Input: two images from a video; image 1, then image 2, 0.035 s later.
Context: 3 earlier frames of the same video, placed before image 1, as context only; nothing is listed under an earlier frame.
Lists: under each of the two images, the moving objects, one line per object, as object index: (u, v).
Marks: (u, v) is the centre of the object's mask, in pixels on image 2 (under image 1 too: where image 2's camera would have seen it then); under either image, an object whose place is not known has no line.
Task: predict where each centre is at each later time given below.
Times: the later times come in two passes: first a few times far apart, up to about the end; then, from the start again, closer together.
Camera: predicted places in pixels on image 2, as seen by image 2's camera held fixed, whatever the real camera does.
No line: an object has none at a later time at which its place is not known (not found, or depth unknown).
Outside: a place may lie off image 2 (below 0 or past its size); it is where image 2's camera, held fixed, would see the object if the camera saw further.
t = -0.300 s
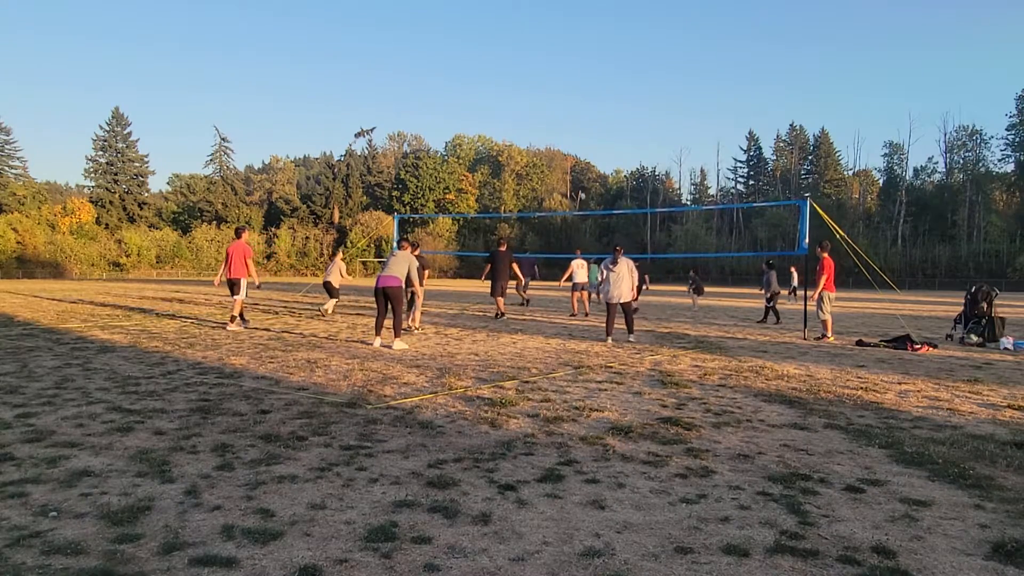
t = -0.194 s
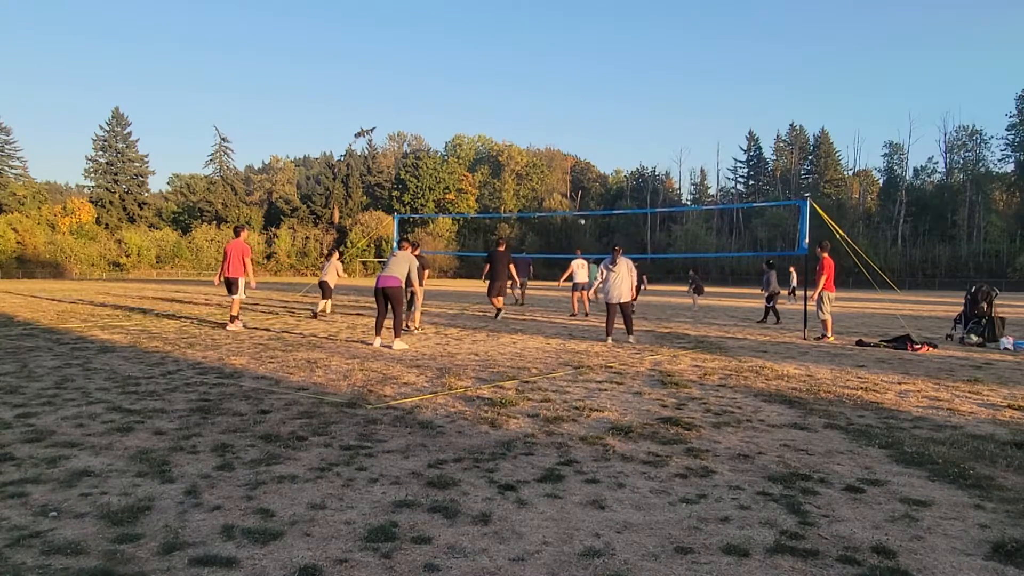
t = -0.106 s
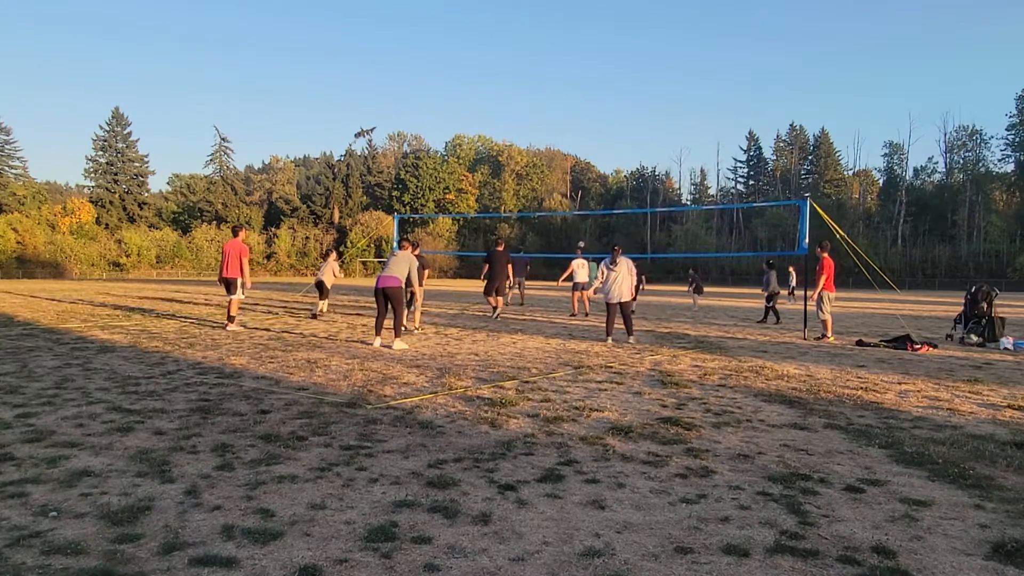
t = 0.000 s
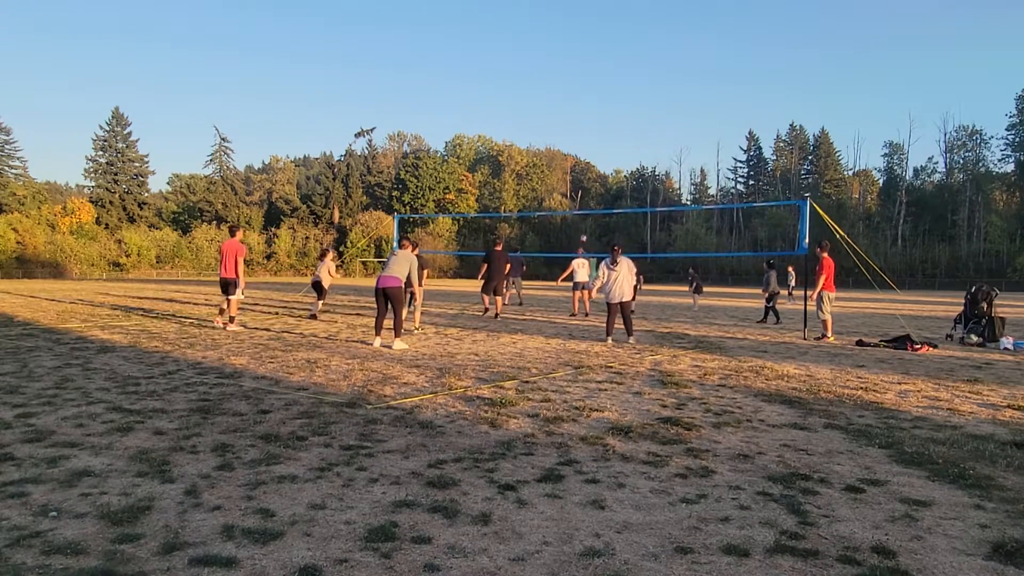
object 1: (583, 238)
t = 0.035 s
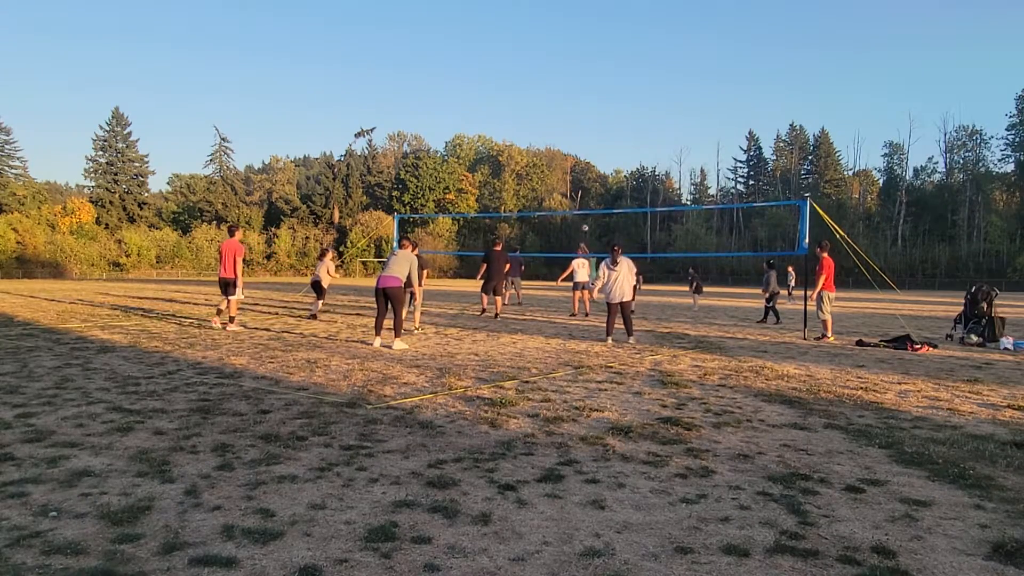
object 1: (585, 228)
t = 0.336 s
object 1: (599, 144)
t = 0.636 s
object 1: (614, 83)
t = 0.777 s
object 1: (622, 64)
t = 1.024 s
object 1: (636, 43)
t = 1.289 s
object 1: (653, 43)
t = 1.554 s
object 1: (669, 71)
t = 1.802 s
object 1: (684, 123)
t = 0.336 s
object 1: (599, 144)
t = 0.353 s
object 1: (599, 141)
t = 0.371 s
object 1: (600, 137)
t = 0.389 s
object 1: (601, 133)
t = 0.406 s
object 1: (602, 129)
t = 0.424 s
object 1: (603, 125)
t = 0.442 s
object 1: (604, 122)
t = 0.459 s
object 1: (605, 118)
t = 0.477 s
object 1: (606, 115)
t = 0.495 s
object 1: (606, 111)
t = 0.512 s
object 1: (608, 104)
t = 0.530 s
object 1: (609, 101)
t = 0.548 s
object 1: (610, 98)
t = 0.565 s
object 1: (611, 95)
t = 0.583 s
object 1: (611, 92)
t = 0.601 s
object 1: (612, 89)
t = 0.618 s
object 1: (613, 86)
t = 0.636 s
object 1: (614, 83)
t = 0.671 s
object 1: (616, 78)
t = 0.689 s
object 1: (617, 76)
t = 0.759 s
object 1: (621, 66)
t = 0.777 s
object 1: (622, 64)
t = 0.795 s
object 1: (624, 60)
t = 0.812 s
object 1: (624, 58)
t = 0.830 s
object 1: (625, 57)
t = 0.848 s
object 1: (627, 55)
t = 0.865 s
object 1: (628, 53)
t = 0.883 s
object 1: (628, 51)
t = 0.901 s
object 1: (629, 50)
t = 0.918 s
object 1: (630, 49)
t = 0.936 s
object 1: (632, 47)
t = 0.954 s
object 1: (632, 47)
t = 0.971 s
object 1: (633, 45)
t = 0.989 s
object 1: (634, 45)
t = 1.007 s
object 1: (635, 43)
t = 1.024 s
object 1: (636, 43)
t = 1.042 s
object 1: (637, 42)
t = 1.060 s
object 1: (639, 41)
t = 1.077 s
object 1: (639, 41)
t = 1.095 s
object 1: (641, 40)
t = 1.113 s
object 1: (643, 40)
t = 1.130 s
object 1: (644, 40)
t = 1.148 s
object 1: (644, 40)
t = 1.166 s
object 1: (646, 40)
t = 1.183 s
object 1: (646, 40)
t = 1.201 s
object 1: (648, 40)
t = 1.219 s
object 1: (648, 41)
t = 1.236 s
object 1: (649, 41)
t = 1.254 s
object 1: (651, 42)
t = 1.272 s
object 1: (652, 42)
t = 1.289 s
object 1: (653, 43)
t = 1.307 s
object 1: (654, 44)
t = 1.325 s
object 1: (654, 45)
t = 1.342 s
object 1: (656, 47)
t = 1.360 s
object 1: (657, 48)
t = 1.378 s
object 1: (658, 49)
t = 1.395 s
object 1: (660, 52)
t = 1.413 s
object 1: (661, 54)
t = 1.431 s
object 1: (662, 55)
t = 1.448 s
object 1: (663, 57)
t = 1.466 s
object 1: (664, 59)
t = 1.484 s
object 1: (665, 61)
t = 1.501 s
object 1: (666, 64)
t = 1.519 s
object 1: (667, 66)
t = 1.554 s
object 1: (669, 71)
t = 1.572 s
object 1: (670, 74)
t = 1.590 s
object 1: (671, 76)
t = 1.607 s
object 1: (672, 79)
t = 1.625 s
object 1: (673, 82)
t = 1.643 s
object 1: (674, 85)
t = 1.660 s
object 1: (675, 89)
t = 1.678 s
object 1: (677, 95)
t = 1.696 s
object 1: (678, 99)
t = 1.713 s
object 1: (679, 103)
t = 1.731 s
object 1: (680, 107)
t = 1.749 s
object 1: (681, 111)
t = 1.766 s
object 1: (682, 115)
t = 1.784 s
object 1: (683, 119)
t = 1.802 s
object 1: (684, 123)
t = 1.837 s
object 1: (686, 132)
